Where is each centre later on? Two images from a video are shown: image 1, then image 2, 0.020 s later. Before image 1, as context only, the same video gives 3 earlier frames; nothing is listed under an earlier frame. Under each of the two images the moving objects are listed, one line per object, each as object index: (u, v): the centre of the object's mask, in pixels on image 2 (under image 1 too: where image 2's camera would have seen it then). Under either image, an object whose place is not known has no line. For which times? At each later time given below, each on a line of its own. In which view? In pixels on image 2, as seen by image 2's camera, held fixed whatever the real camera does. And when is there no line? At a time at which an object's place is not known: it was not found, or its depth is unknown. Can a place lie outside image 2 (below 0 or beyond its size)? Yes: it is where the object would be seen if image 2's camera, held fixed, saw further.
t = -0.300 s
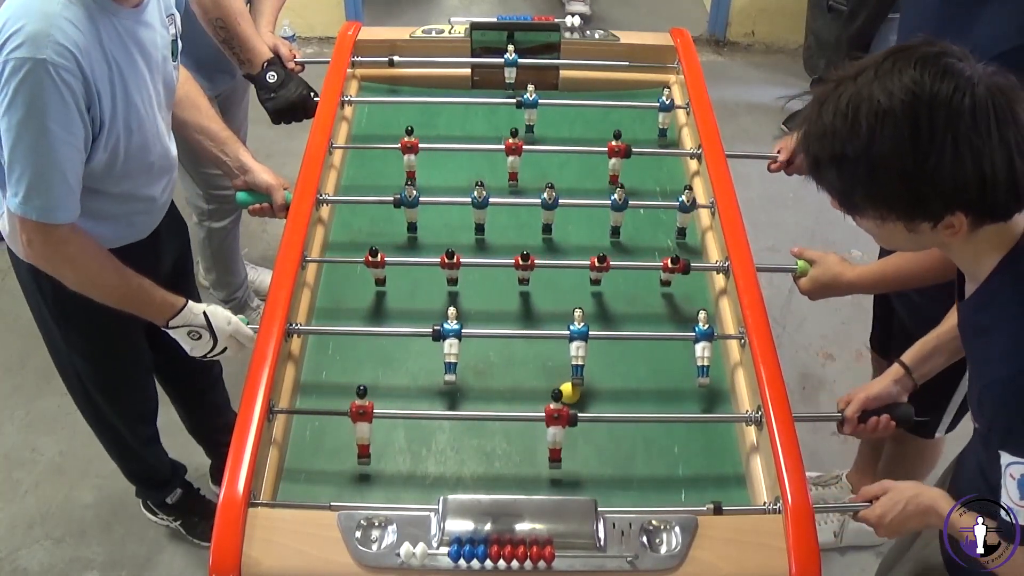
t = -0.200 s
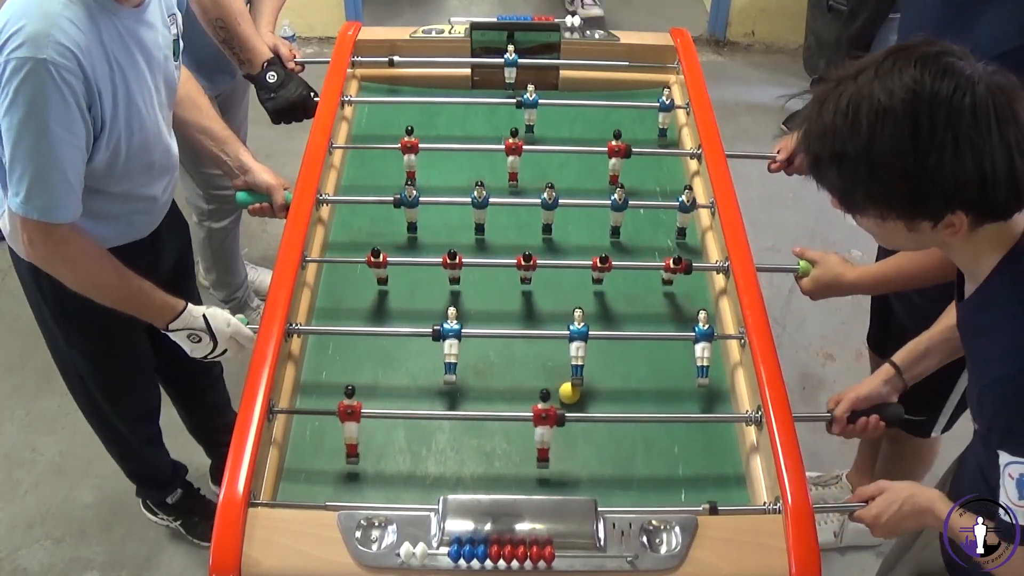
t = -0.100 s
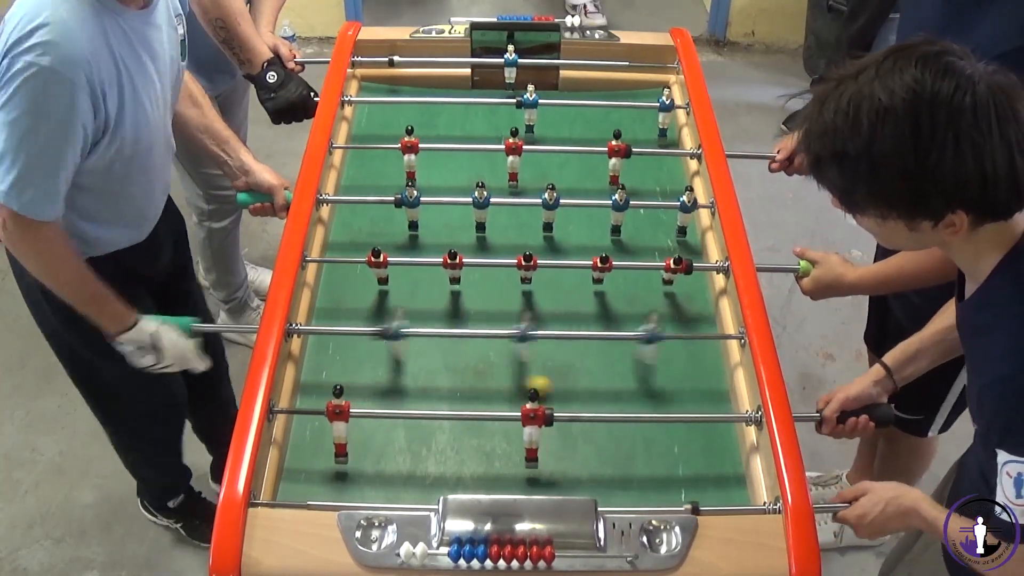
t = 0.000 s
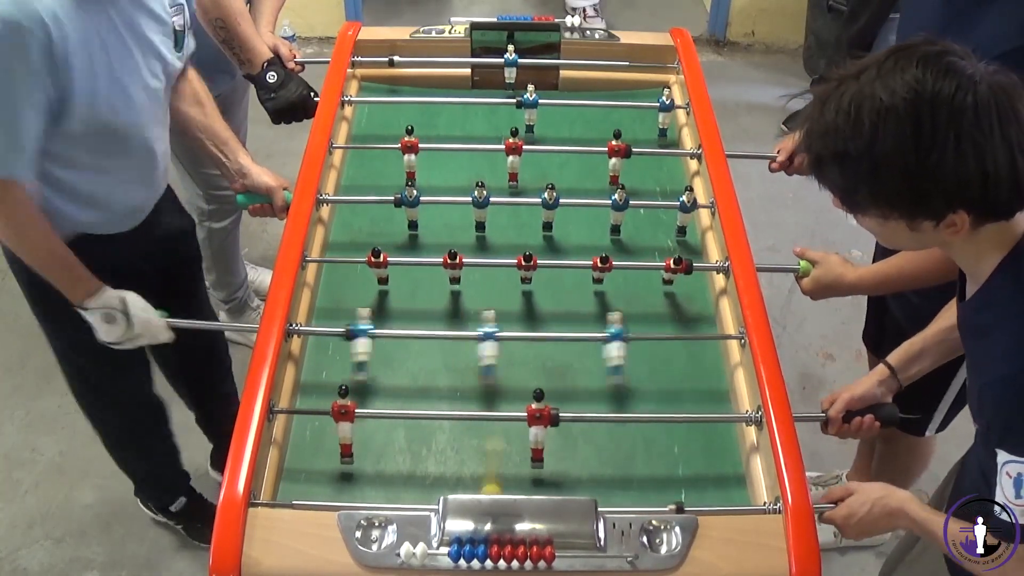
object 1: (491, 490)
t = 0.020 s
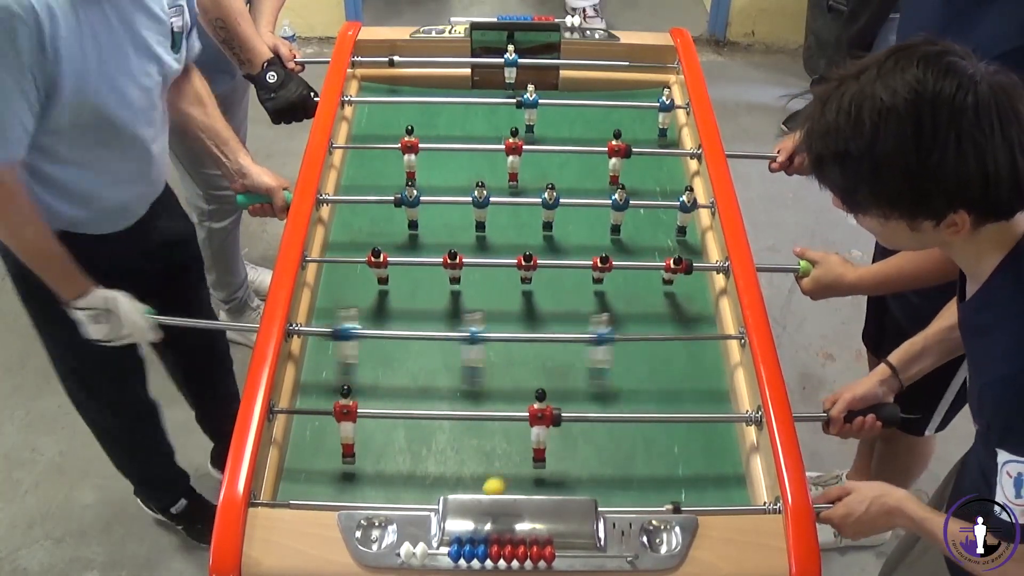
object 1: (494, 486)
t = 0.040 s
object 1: (498, 481)
